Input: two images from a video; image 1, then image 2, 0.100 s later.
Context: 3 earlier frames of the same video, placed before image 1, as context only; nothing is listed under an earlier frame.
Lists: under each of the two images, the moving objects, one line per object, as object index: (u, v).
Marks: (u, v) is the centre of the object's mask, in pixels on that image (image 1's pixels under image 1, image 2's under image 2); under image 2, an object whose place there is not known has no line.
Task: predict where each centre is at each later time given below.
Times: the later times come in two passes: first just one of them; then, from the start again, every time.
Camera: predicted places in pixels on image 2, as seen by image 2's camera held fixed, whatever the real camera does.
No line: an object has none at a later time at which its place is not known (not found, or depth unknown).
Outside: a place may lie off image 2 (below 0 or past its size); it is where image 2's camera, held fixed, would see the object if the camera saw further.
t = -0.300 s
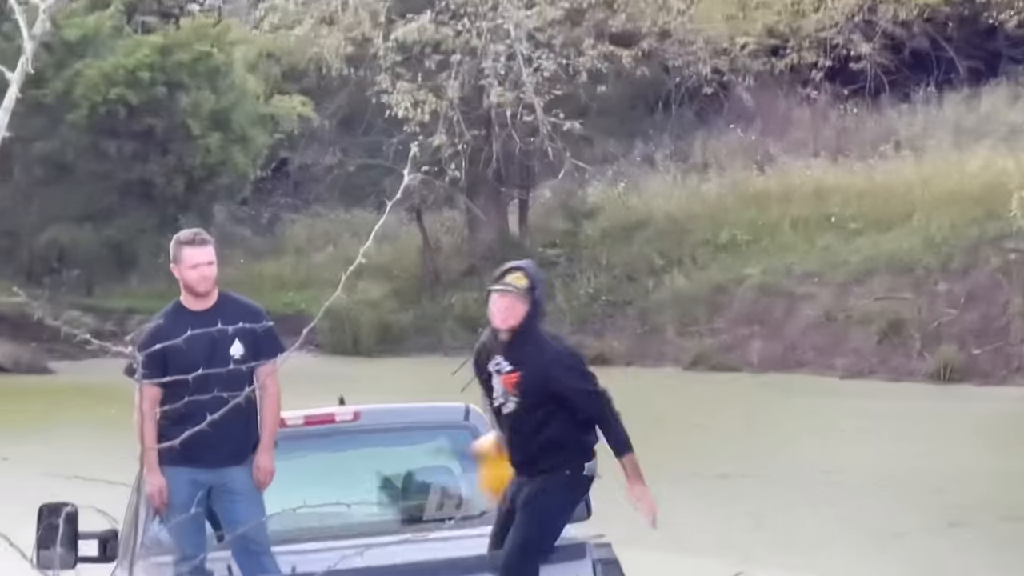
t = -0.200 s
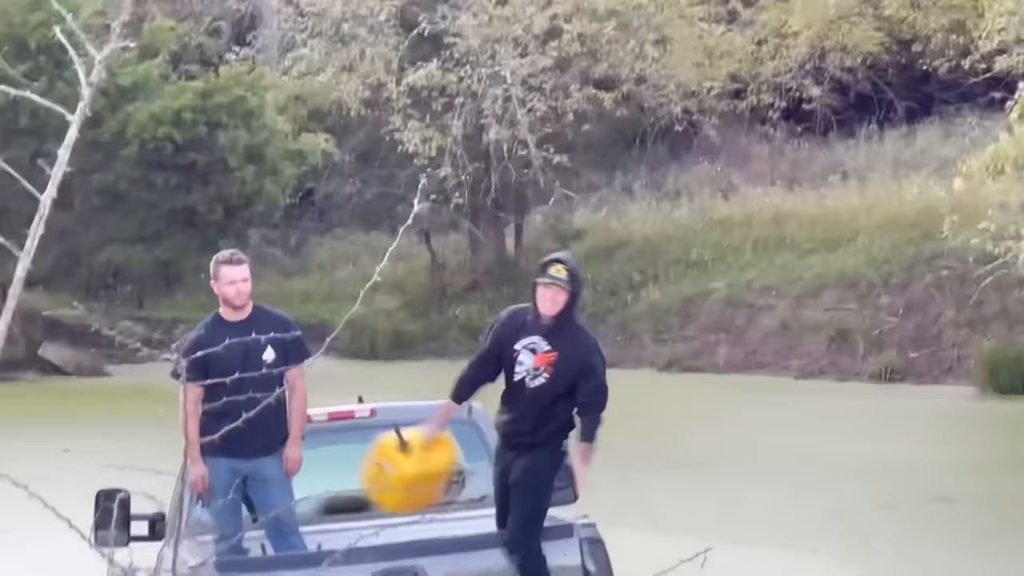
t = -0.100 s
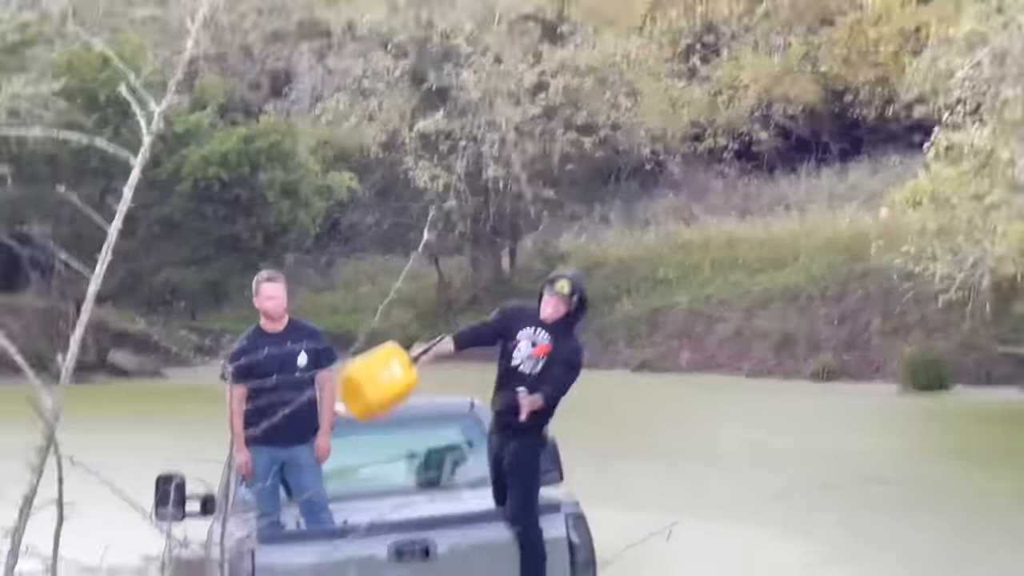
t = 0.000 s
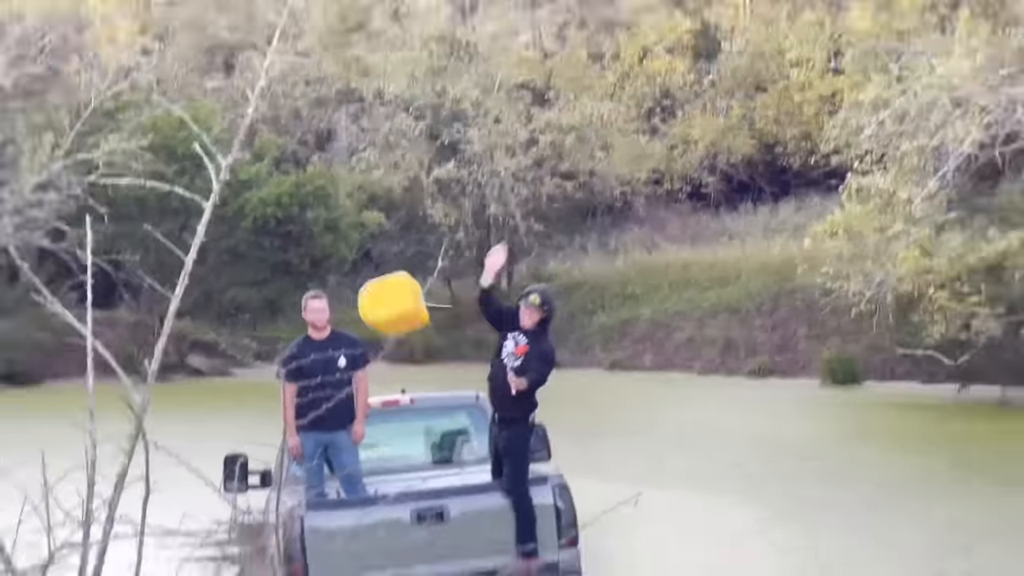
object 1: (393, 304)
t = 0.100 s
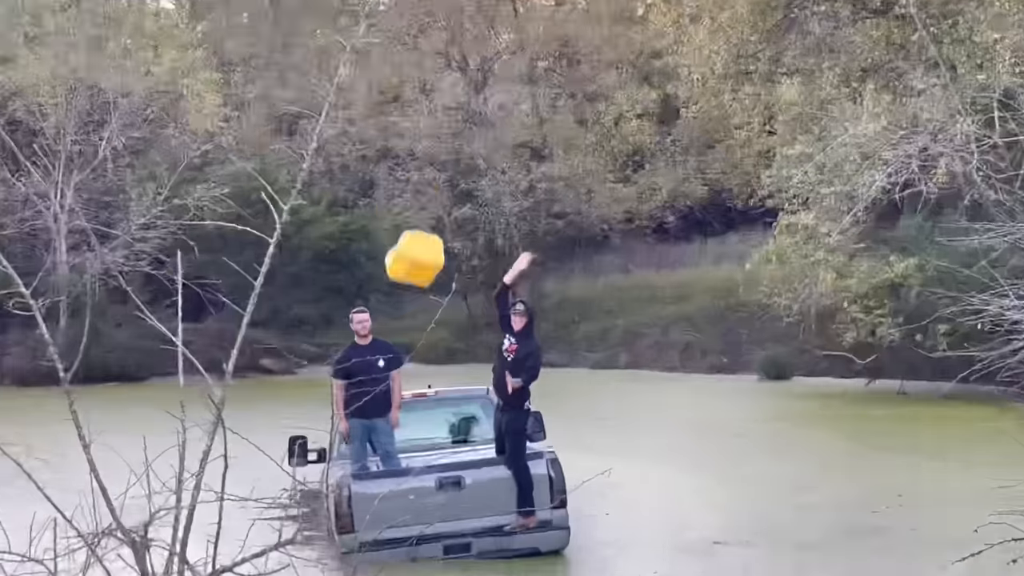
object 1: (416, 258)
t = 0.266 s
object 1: (412, 175)
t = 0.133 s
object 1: (414, 243)
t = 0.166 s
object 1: (411, 229)
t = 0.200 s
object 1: (409, 210)
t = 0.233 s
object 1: (411, 192)
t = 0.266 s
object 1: (412, 175)
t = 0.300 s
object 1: (414, 157)
